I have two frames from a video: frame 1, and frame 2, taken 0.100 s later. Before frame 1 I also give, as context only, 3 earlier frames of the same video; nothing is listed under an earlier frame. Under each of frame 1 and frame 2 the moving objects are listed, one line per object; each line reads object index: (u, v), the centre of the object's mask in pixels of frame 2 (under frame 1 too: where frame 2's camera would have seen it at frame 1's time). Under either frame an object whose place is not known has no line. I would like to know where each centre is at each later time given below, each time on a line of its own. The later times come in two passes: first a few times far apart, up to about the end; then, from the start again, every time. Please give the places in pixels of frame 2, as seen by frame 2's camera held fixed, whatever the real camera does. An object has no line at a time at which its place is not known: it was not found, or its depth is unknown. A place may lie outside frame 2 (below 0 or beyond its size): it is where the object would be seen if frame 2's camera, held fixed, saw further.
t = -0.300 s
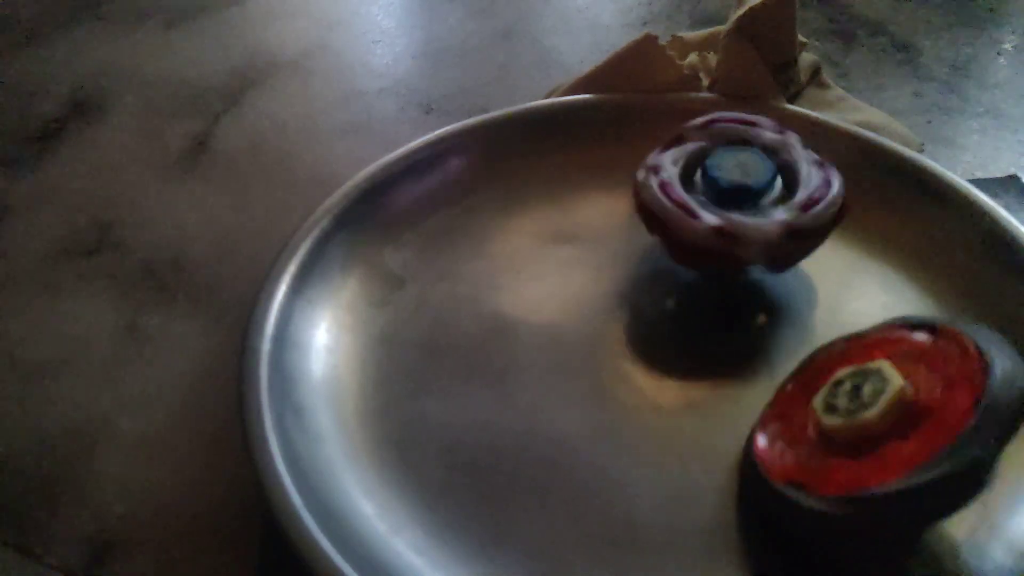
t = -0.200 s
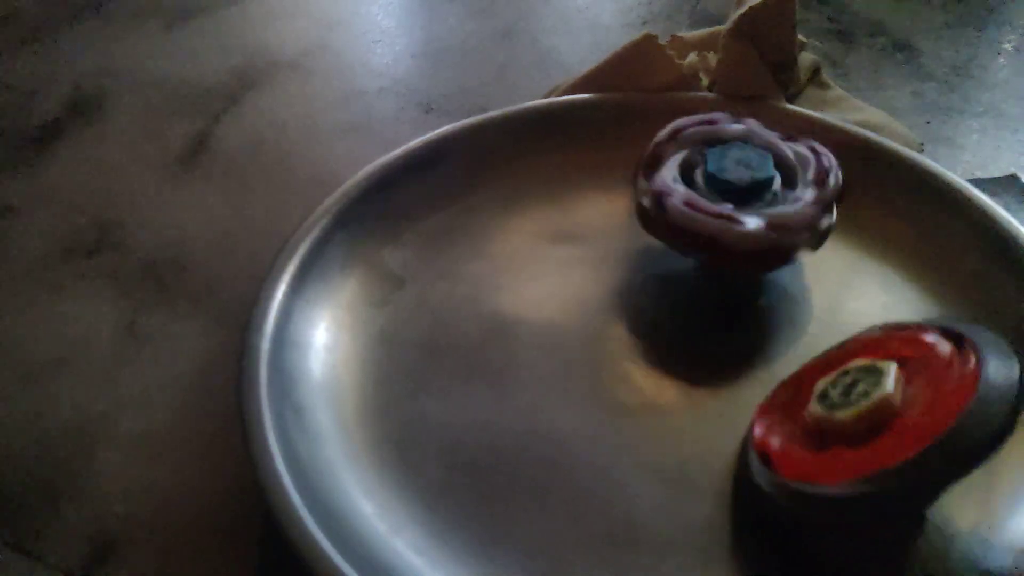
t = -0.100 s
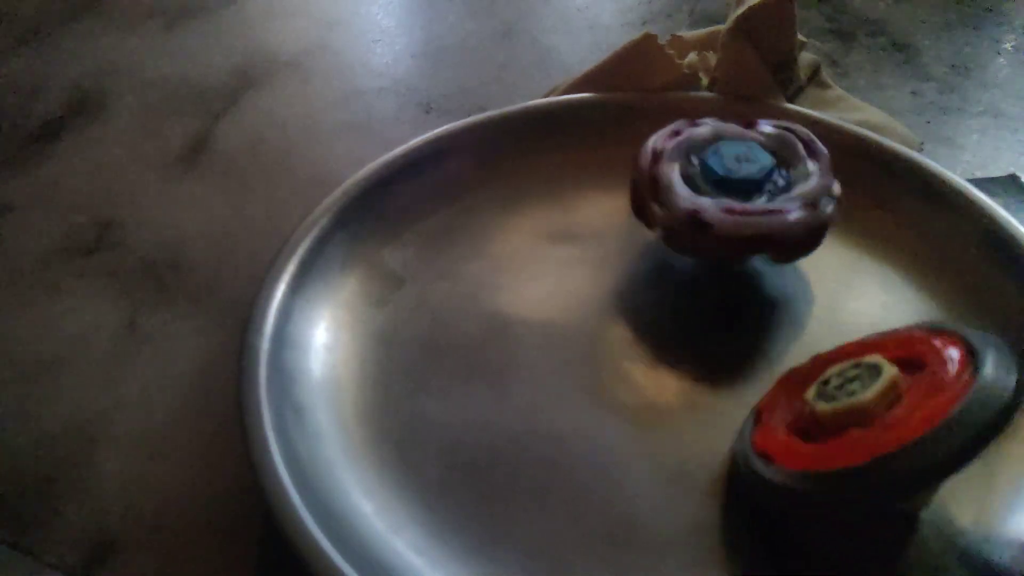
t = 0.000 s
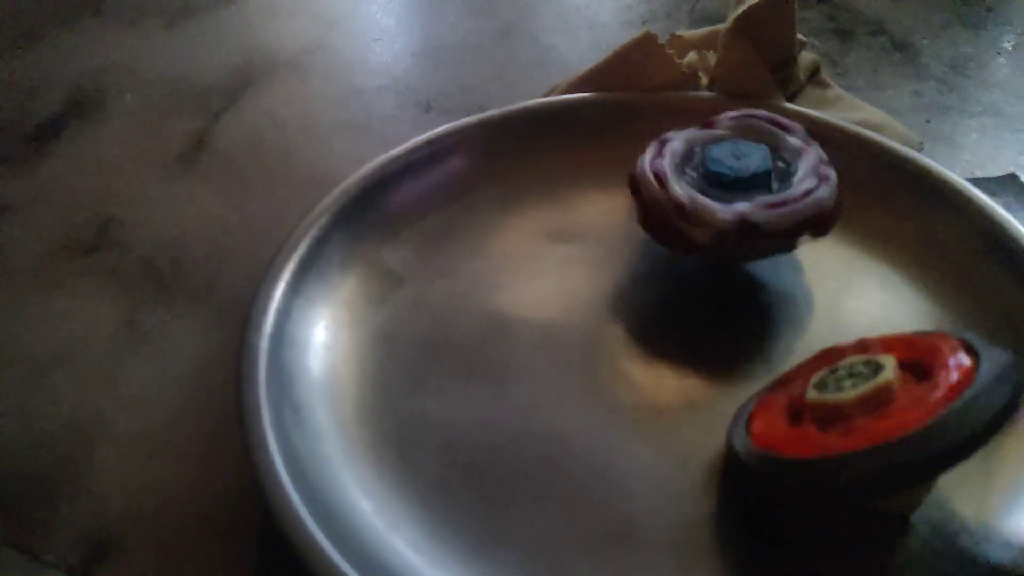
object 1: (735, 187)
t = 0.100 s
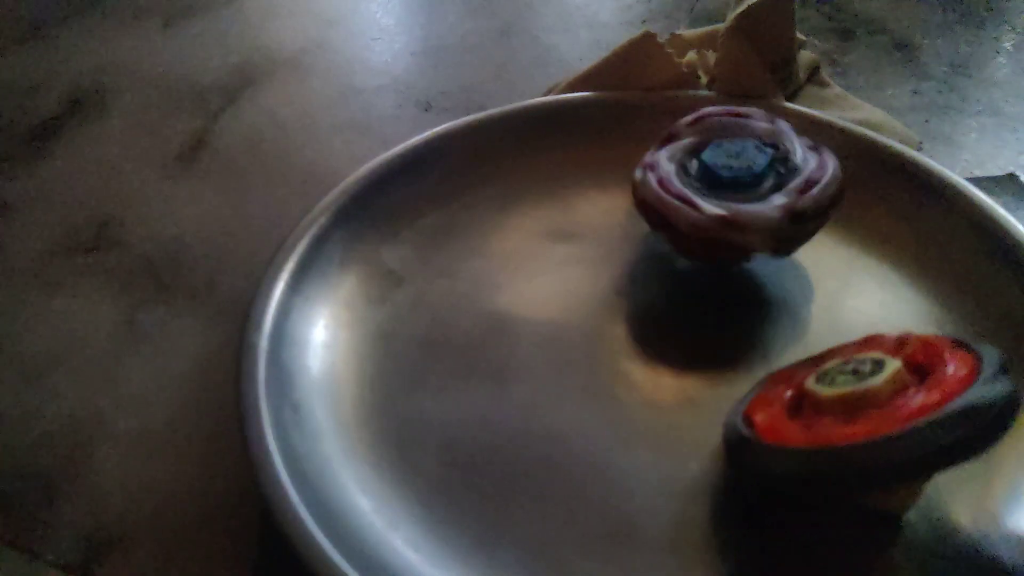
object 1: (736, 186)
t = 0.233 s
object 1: (736, 186)
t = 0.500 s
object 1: (738, 183)
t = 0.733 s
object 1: (738, 182)
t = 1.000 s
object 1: (738, 181)
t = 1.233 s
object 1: (741, 181)
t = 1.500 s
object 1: (743, 184)
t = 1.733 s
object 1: (746, 185)
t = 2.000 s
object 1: (746, 187)
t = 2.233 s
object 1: (745, 191)
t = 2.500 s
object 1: (749, 196)
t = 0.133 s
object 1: (736, 185)
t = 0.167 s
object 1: (736, 185)
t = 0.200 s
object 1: (736, 185)
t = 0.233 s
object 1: (736, 186)
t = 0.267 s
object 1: (736, 186)
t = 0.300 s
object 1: (736, 186)
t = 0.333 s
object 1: (737, 185)
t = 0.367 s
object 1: (738, 185)
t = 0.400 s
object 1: (738, 185)
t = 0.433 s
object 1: (738, 185)
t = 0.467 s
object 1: (738, 184)
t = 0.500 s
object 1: (738, 183)
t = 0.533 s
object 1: (739, 183)
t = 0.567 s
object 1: (738, 183)
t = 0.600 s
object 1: (738, 183)
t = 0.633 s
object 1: (738, 183)
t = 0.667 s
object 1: (738, 181)
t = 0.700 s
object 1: (738, 181)
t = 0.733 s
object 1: (738, 182)
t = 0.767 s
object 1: (738, 182)
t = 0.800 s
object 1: (738, 183)
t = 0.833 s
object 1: (739, 182)
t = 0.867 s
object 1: (739, 182)
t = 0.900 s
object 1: (739, 181)
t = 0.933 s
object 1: (739, 181)
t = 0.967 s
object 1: (739, 181)
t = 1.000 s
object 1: (738, 181)
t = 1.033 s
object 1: (739, 181)
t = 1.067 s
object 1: (739, 181)
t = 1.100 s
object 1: (739, 181)
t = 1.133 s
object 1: (739, 181)
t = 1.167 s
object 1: (739, 181)
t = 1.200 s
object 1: (740, 182)
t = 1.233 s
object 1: (741, 181)
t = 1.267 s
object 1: (740, 181)
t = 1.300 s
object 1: (741, 181)
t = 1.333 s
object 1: (741, 182)
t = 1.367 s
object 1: (741, 182)
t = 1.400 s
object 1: (741, 183)
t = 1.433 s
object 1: (742, 183)
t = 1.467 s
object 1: (742, 184)
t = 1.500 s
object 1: (743, 184)
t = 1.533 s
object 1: (743, 184)
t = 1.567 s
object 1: (743, 185)
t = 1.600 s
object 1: (744, 185)
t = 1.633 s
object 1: (744, 185)
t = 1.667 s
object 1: (745, 184)
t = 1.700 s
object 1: (746, 185)
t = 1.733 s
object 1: (746, 185)
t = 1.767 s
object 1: (745, 186)
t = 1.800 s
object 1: (745, 186)
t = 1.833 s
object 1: (745, 186)
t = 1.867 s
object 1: (745, 185)
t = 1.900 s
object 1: (745, 186)
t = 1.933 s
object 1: (745, 186)
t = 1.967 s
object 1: (745, 187)
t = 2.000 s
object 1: (746, 187)
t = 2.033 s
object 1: (746, 186)
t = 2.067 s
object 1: (745, 186)
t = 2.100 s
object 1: (745, 187)
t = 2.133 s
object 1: (745, 188)
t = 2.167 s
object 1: (745, 189)
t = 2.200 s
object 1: (745, 190)
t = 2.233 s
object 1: (745, 191)
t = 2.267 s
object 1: (745, 192)
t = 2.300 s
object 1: (746, 192)
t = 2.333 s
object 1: (746, 193)
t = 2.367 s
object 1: (746, 194)
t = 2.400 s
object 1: (747, 195)
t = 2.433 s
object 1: (747, 196)
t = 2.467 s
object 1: (748, 196)
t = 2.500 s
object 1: (749, 196)
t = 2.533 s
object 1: (748, 197)
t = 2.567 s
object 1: (748, 198)
